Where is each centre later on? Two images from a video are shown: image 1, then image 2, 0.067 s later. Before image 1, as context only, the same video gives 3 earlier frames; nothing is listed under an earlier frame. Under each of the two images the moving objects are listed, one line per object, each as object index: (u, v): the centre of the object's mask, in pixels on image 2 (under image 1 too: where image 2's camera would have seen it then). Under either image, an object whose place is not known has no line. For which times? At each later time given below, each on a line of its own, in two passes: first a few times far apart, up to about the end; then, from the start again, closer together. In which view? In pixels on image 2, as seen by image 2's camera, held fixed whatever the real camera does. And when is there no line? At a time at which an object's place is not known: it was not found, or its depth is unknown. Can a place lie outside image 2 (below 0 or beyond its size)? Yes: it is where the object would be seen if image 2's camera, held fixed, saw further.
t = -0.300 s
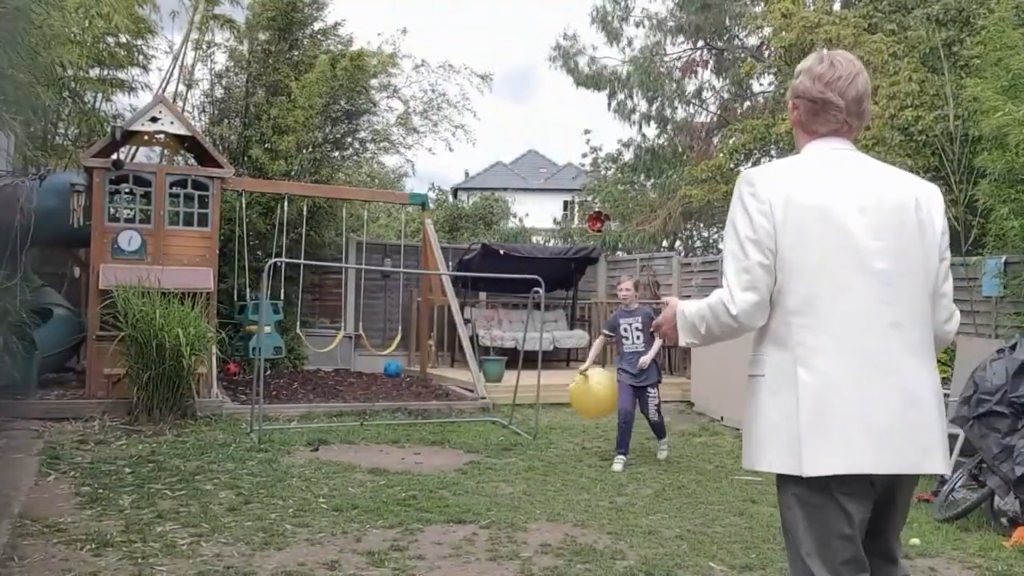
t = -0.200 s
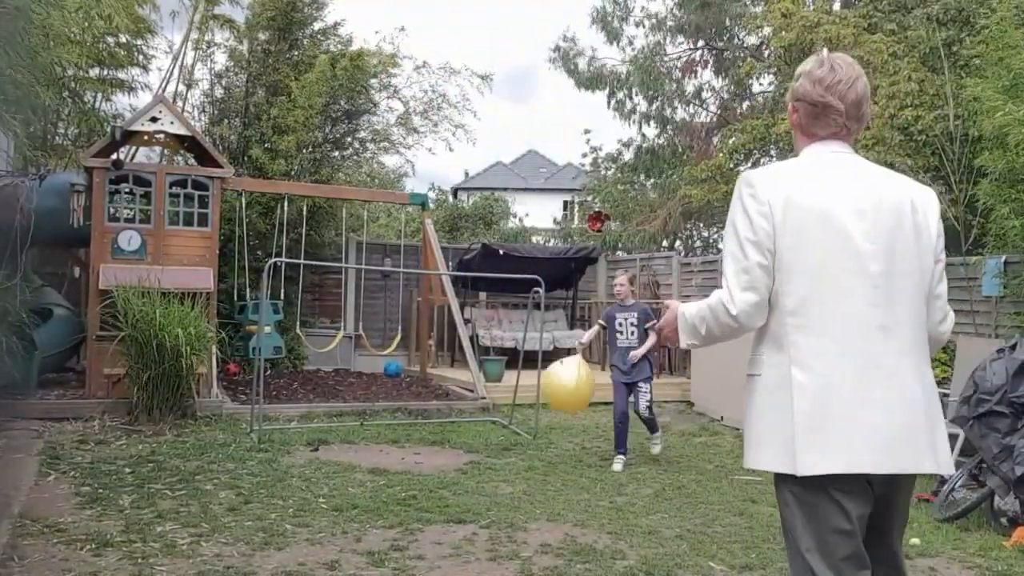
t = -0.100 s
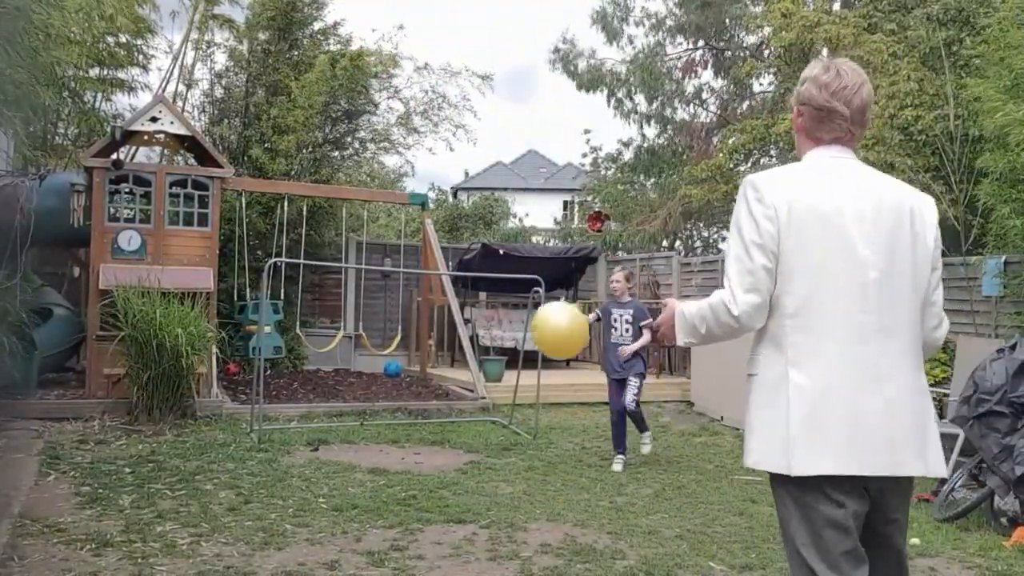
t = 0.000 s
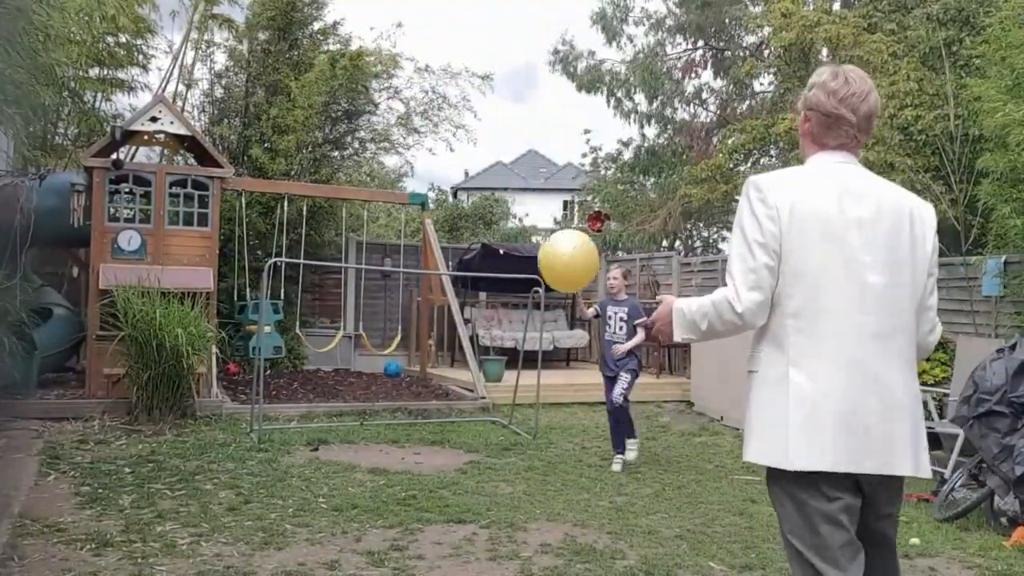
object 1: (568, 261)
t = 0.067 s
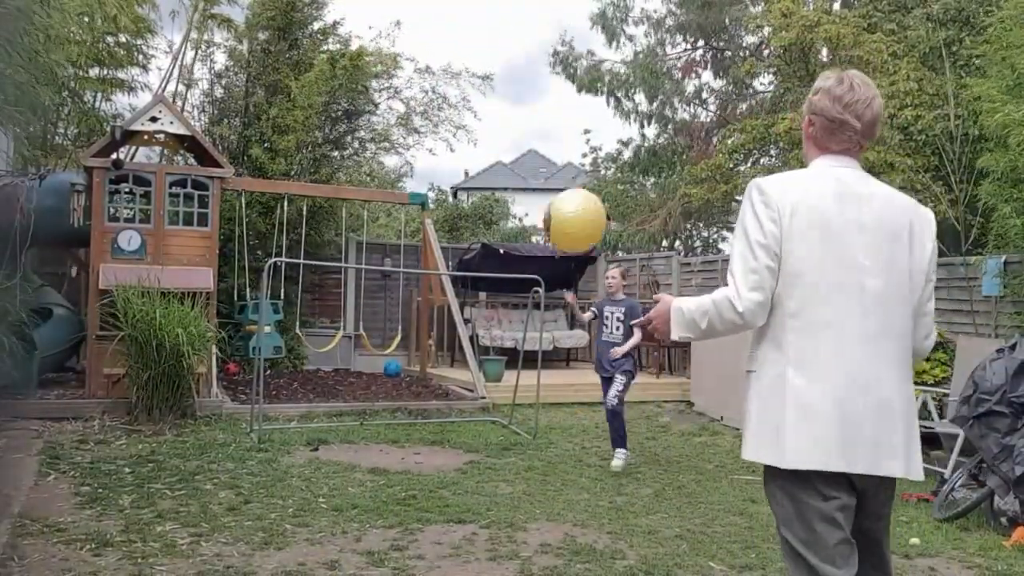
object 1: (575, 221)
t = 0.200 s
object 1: (589, 159)
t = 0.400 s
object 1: (609, 108)
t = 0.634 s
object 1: (648, 113)
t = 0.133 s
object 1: (582, 186)
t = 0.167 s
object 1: (585, 171)
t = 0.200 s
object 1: (589, 159)
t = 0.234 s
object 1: (593, 147)
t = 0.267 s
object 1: (595, 136)
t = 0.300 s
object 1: (599, 127)
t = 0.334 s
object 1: (602, 120)
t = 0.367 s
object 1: (605, 114)
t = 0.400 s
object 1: (609, 108)
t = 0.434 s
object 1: (613, 104)
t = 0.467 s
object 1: (617, 101)
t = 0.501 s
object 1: (623, 99)
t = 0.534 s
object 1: (628, 99)
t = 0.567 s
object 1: (635, 102)
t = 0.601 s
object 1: (641, 106)
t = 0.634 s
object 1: (648, 113)
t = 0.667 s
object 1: (655, 123)
